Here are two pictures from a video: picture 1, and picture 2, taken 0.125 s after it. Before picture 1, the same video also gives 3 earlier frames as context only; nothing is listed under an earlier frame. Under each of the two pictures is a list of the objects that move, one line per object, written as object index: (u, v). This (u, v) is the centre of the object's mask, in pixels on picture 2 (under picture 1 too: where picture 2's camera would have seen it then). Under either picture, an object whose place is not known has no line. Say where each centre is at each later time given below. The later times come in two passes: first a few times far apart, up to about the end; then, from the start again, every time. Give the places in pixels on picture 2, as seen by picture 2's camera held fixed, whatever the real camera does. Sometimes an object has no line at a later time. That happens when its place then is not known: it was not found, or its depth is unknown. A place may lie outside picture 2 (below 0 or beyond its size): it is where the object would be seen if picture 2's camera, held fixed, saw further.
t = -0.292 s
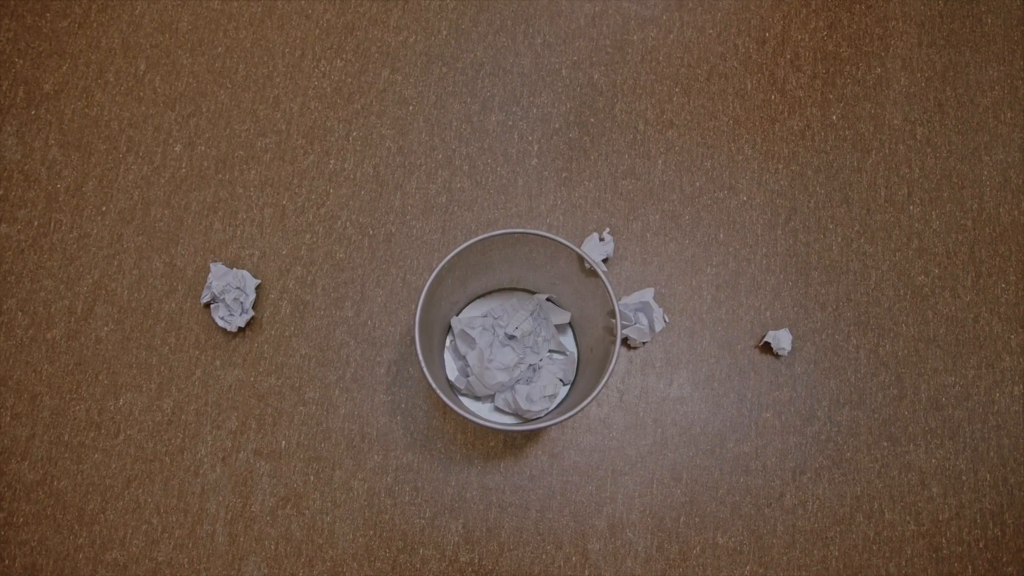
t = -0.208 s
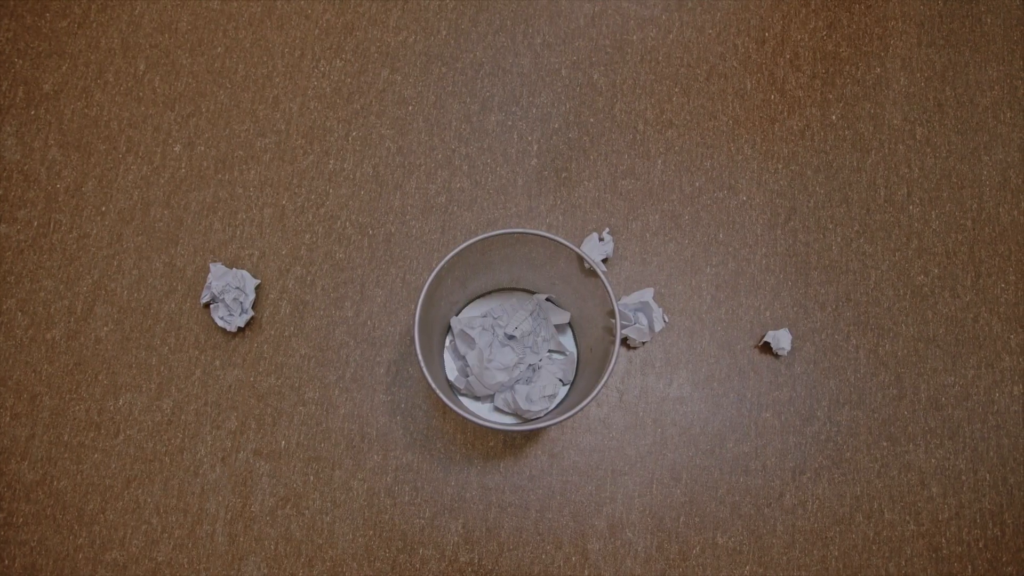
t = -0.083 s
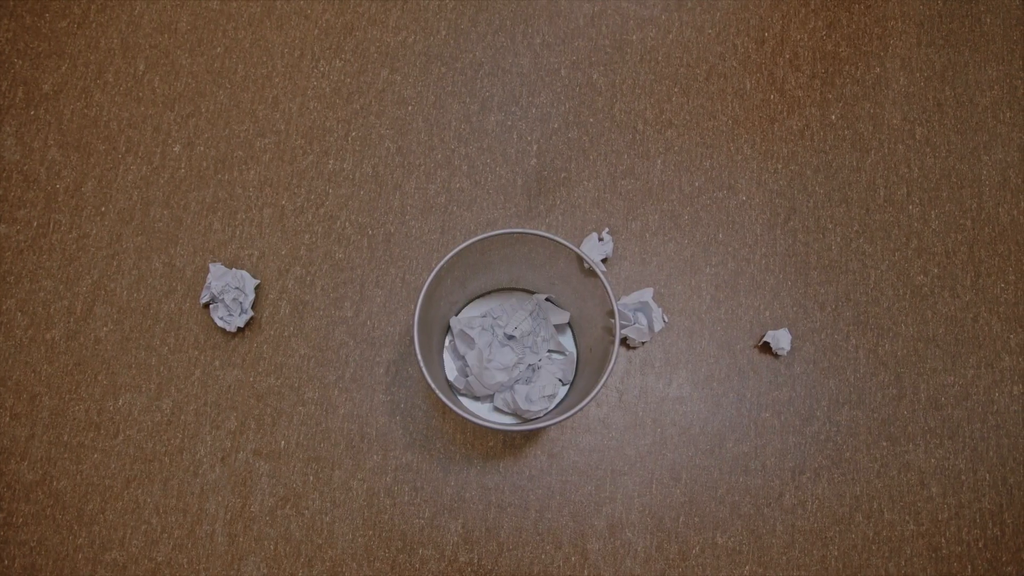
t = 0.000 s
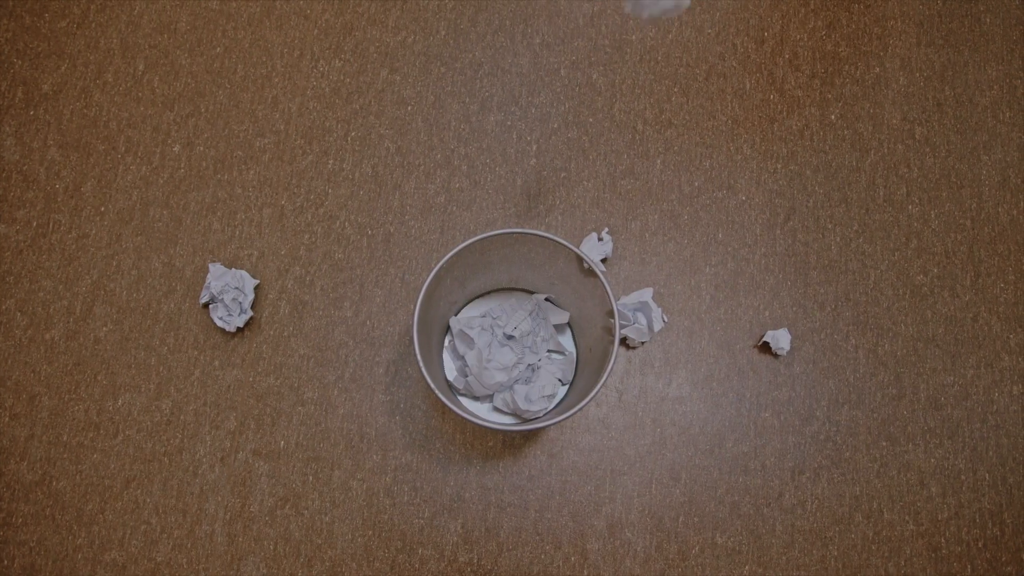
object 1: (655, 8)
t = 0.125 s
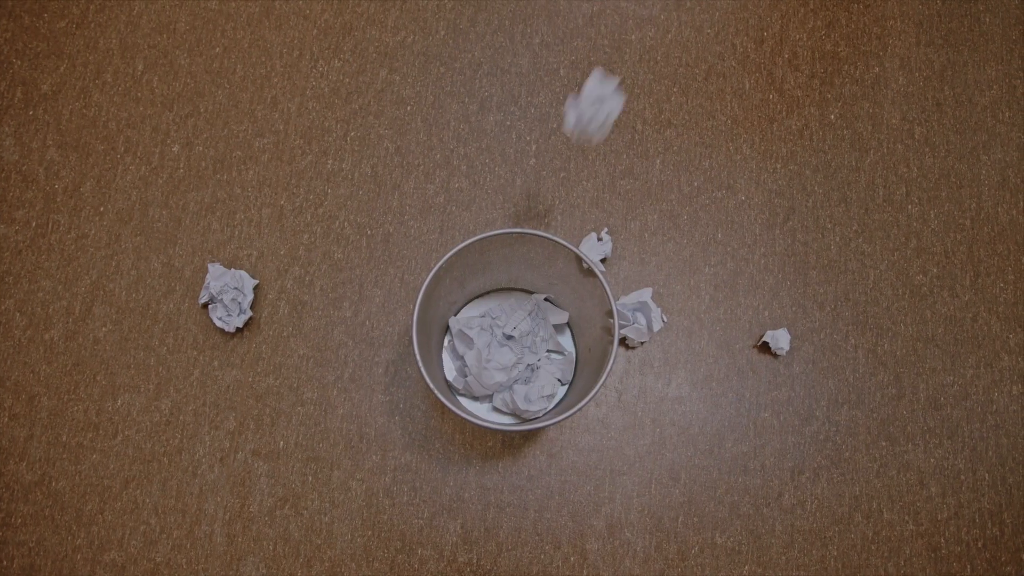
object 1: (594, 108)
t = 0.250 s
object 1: (553, 200)
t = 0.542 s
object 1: (537, 248)
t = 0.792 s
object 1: (549, 216)
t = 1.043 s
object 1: (552, 194)
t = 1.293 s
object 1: (563, 181)
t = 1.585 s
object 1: (567, 181)
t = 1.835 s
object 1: (571, 180)
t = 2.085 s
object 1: (575, 176)
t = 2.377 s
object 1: (579, 161)
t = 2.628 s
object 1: (580, 165)
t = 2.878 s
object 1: (580, 164)
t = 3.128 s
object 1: (581, 163)
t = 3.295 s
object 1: (581, 163)
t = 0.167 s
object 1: (577, 141)
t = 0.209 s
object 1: (564, 172)
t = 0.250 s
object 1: (553, 200)
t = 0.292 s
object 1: (546, 221)
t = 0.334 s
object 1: (537, 237)
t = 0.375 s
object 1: (534, 248)
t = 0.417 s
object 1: (528, 259)
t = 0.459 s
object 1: (529, 258)
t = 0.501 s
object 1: (533, 254)
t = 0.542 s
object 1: (537, 248)
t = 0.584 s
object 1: (541, 243)
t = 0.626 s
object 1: (544, 238)
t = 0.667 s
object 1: (547, 234)
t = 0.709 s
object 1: (548, 231)
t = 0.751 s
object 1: (549, 220)
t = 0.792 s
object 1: (549, 216)
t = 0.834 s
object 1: (549, 213)
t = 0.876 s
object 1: (548, 210)
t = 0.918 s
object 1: (547, 206)
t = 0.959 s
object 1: (548, 202)
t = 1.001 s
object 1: (550, 198)
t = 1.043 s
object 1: (552, 194)
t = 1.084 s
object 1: (554, 191)
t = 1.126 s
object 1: (556, 188)
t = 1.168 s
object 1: (558, 185)
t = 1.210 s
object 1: (560, 183)
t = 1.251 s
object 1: (562, 182)
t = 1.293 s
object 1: (563, 181)
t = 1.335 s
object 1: (564, 180)
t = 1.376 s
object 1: (565, 180)
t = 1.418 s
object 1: (565, 180)
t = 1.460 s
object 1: (566, 181)
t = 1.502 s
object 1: (566, 181)
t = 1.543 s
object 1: (567, 182)
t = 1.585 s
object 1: (567, 181)
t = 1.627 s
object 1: (568, 181)
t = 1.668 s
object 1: (568, 181)
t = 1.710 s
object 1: (569, 181)
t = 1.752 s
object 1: (569, 181)
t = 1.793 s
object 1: (570, 180)
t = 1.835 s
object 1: (571, 180)
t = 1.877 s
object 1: (573, 180)
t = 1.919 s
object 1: (573, 179)
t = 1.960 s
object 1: (574, 179)
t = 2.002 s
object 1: (574, 178)
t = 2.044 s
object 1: (575, 177)
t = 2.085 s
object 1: (575, 176)
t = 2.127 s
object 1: (576, 174)
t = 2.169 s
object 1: (576, 173)
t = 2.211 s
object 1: (577, 171)
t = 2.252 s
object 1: (578, 168)
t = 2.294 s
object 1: (579, 165)
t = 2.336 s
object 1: (579, 162)
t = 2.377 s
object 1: (579, 161)
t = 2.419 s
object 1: (579, 160)
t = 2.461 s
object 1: (579, 161)
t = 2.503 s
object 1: (580, 161)
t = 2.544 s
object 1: (580, 163)
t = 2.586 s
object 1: (580, 164)
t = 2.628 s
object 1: (580, 165)
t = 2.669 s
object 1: (580, 165)
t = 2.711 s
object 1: (580, 165)
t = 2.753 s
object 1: (580, 165)
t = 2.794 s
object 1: (580, 165)
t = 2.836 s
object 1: (580, 165)
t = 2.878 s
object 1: (580, 164)
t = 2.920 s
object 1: (581, 164)
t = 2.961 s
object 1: (581, 163)
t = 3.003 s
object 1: (581, 162)
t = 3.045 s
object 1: (581, 162)
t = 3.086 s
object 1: (581, 163)
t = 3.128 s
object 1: (581, 163)
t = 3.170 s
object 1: (581, 163)
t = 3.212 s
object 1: (581, 163)
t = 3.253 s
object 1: (581, 163)
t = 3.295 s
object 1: (581, 163)
